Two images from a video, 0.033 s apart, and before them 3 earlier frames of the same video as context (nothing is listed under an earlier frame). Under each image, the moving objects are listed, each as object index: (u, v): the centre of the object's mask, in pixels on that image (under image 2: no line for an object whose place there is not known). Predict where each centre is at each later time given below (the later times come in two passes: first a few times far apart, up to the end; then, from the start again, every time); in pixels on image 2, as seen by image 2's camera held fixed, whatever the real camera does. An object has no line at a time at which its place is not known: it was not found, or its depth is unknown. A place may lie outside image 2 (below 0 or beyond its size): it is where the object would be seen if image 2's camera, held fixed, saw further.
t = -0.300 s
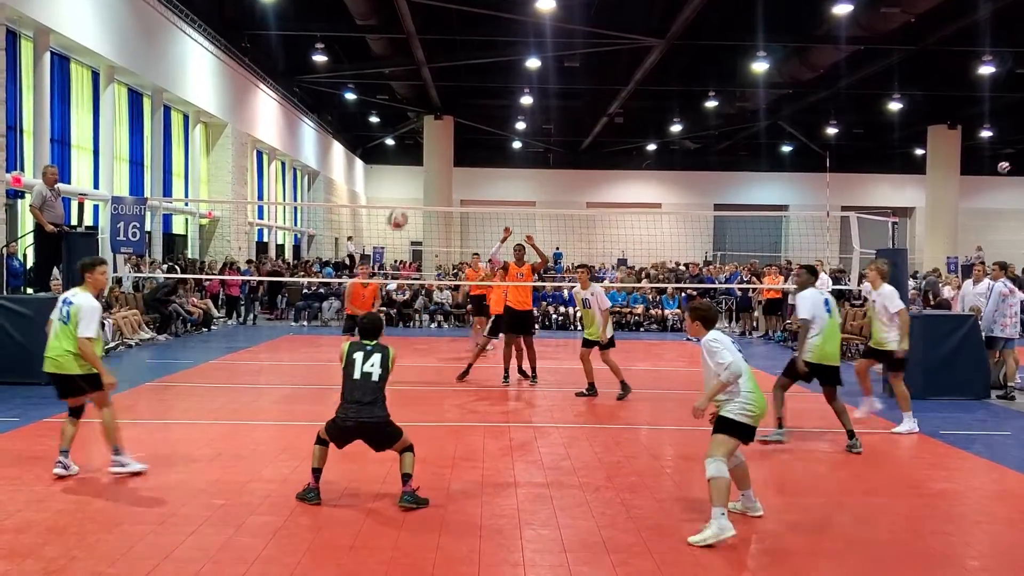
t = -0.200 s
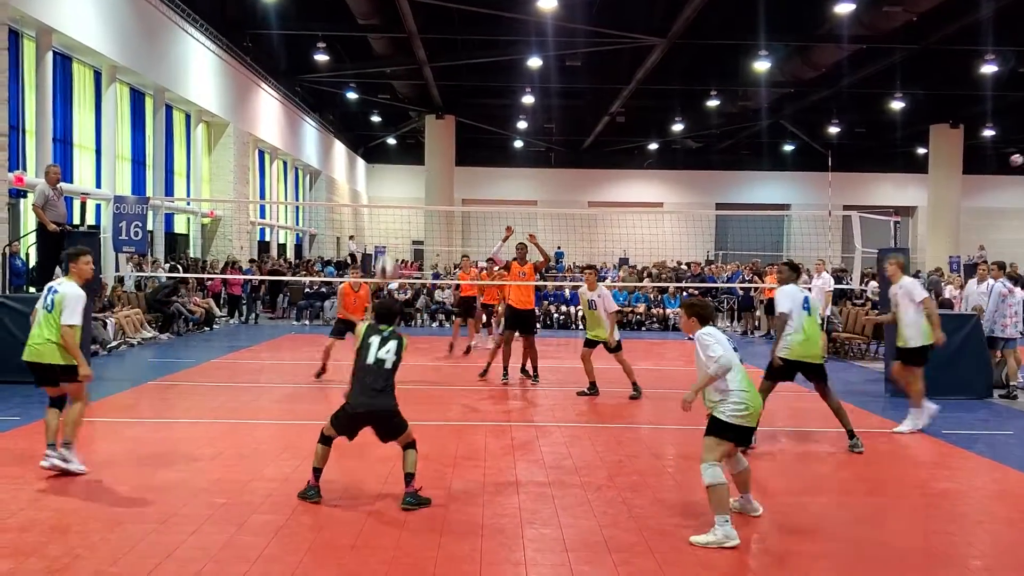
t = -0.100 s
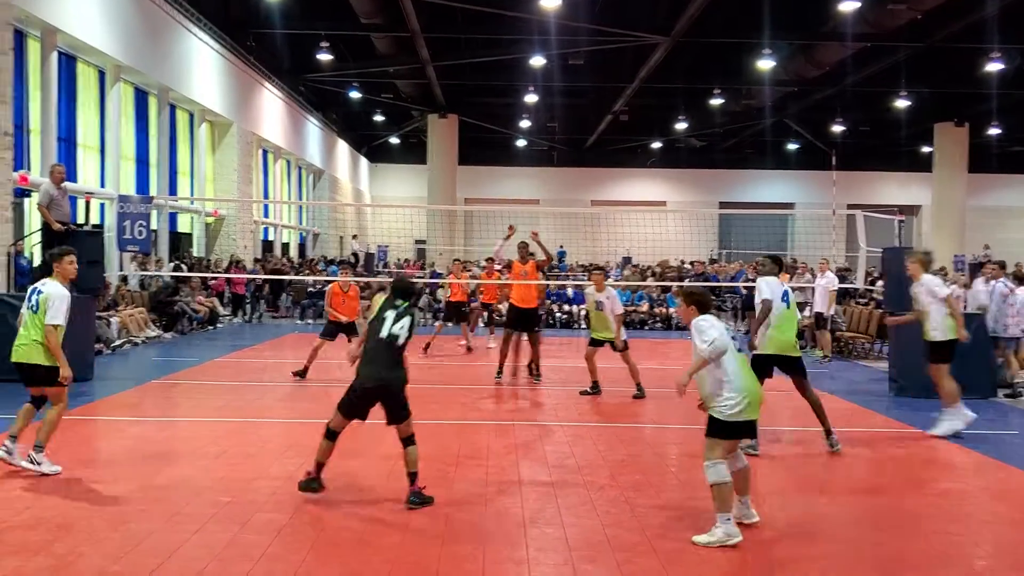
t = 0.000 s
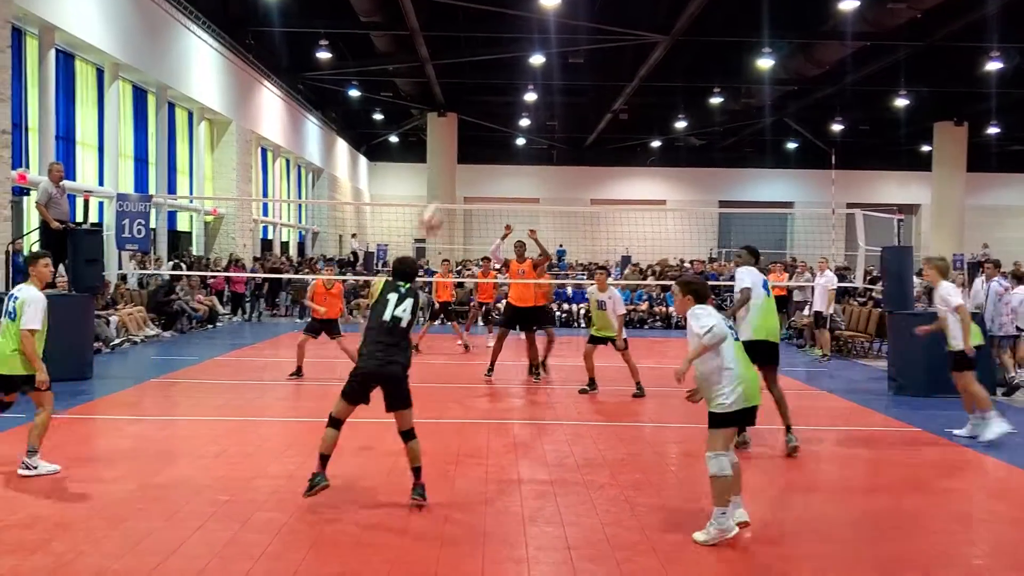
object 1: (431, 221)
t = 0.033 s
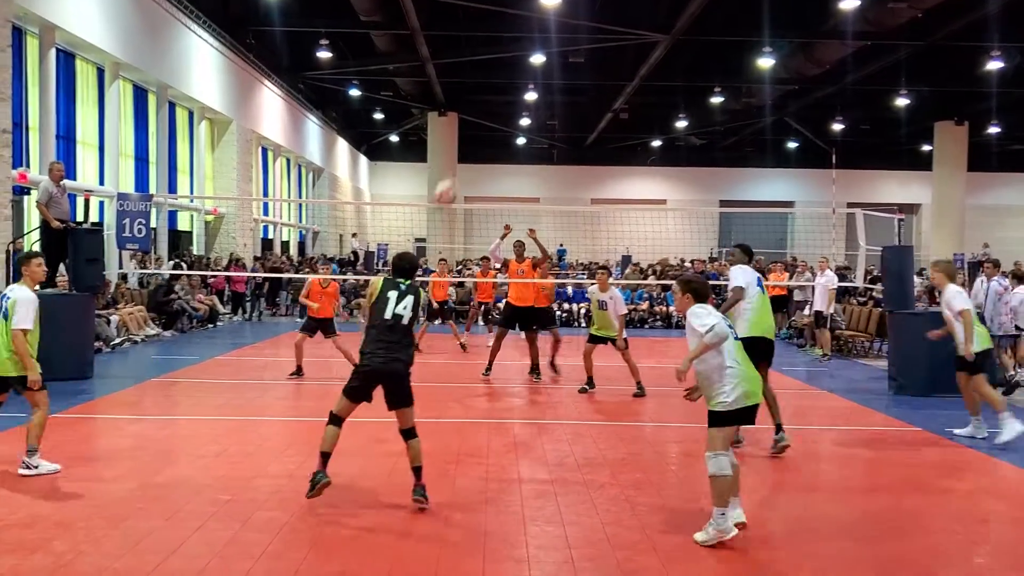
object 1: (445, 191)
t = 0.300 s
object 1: (531, 64)
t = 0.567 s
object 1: (592, 35)
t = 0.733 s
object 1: (620, 50)
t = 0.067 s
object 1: (457, 168)
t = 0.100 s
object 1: (469, 147)
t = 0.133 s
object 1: (480, 130)
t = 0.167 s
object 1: (491, 113)
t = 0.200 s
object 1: (501, 99)
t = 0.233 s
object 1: (512, 86)
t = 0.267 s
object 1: (521, 74)
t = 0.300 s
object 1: (531, 64)
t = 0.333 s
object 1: (540, 56)
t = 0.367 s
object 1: (549, 49)
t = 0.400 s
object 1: (556, 44)
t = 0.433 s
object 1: (564, 40)
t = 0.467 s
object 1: (571, 37)
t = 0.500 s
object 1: (578, 36)
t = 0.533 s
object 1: (585, 35)
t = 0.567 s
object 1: (592, 35)
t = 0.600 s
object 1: (598, 36)
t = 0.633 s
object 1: (604, 38)
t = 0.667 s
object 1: (609, 41)
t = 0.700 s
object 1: (615, 45)
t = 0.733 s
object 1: (620, 50)
